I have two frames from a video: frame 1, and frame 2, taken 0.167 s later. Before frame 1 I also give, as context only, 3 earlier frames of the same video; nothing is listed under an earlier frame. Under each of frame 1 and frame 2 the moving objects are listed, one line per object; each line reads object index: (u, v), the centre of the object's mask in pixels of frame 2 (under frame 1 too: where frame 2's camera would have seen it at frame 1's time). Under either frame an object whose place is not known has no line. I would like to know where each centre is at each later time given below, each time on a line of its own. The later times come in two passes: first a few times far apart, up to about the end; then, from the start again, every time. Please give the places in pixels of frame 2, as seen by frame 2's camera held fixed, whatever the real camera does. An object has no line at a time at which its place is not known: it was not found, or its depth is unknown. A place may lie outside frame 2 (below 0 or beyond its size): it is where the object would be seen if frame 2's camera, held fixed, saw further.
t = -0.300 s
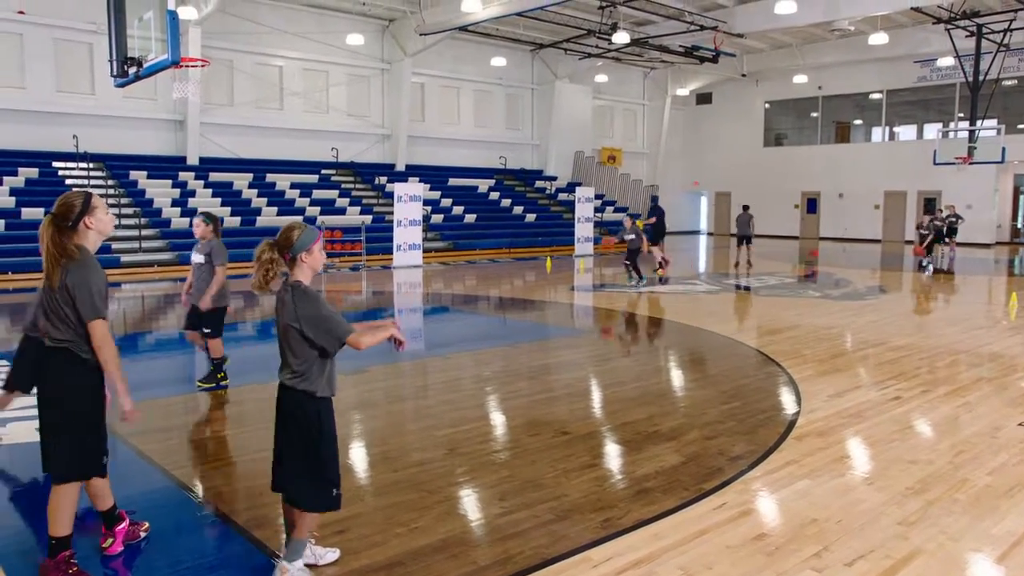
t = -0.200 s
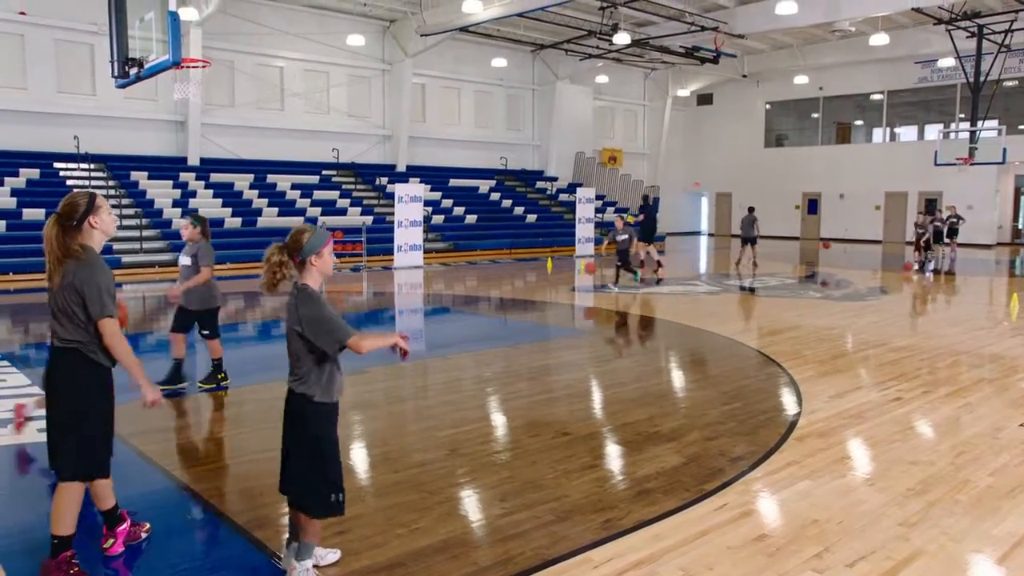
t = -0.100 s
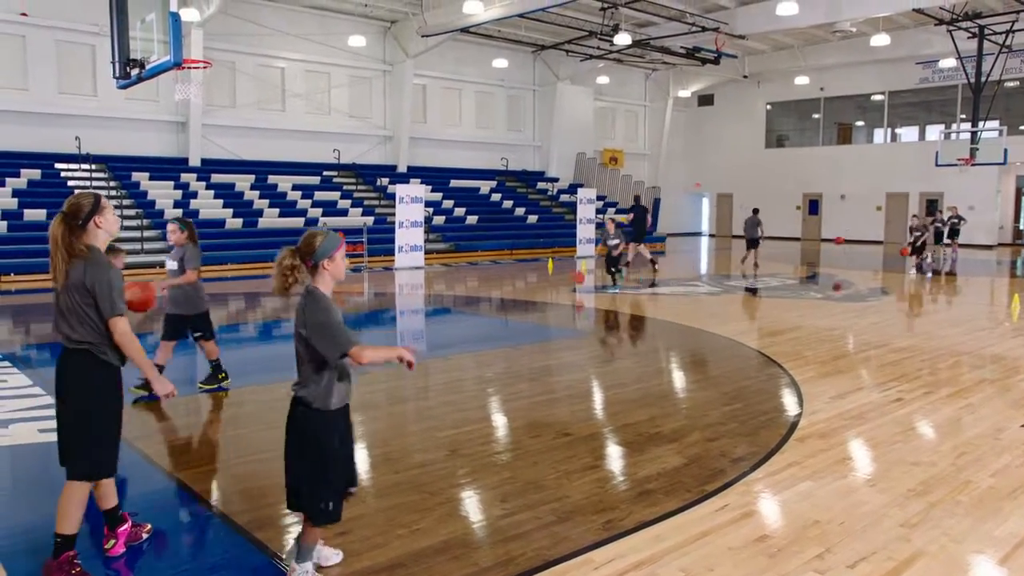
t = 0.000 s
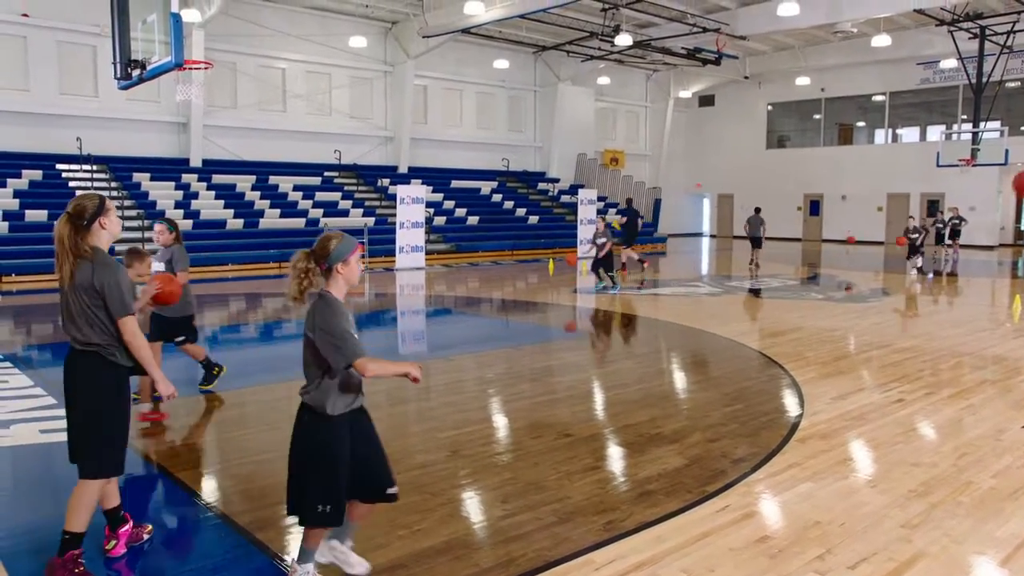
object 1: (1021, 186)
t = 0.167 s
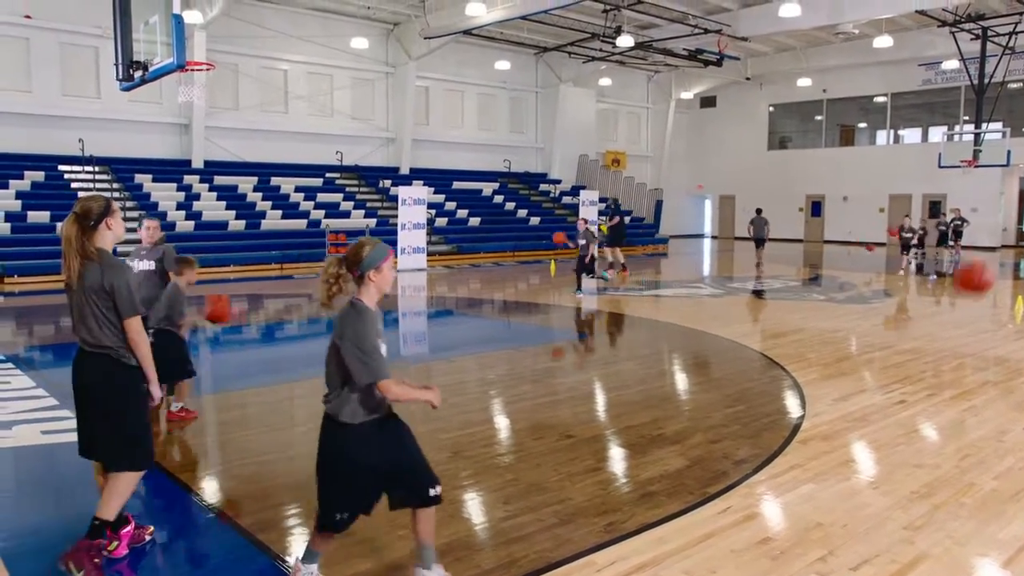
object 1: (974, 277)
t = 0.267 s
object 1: (929, 368)
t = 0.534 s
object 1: (832, 362)
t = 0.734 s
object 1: (758, 267)
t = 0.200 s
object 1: (960, 304)
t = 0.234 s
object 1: (945, 335)
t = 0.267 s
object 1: (929, 368)
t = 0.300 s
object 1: (912, 405)
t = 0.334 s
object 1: (894, 447)
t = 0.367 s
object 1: (878, 479)
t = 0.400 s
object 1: (869, 453)
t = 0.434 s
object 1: (861, 429)
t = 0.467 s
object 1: (852, 406)
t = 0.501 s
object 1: (843, 382)
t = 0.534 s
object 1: (832, 362)
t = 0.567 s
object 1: (821, 343)
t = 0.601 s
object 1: (810, 324)
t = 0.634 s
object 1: (799, 308)
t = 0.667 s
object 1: (786, 292)
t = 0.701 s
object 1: (773, 279)
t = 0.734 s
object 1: (758, 267)
